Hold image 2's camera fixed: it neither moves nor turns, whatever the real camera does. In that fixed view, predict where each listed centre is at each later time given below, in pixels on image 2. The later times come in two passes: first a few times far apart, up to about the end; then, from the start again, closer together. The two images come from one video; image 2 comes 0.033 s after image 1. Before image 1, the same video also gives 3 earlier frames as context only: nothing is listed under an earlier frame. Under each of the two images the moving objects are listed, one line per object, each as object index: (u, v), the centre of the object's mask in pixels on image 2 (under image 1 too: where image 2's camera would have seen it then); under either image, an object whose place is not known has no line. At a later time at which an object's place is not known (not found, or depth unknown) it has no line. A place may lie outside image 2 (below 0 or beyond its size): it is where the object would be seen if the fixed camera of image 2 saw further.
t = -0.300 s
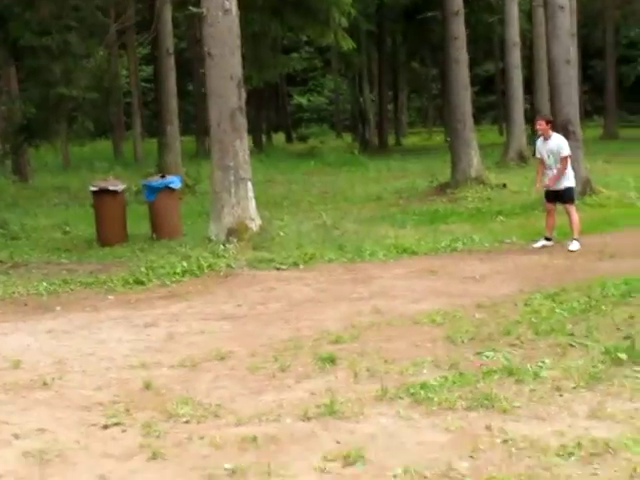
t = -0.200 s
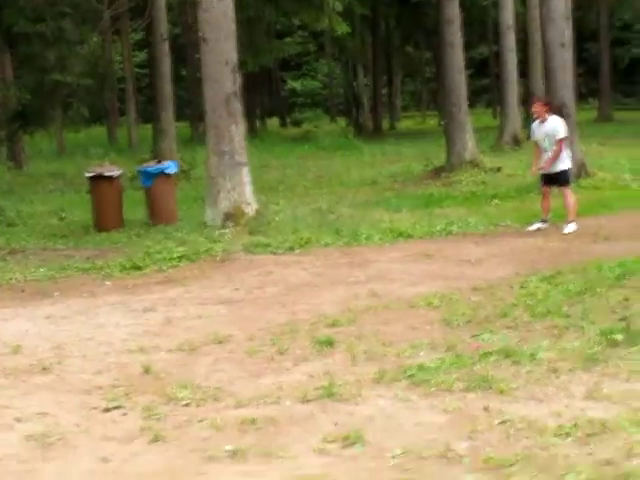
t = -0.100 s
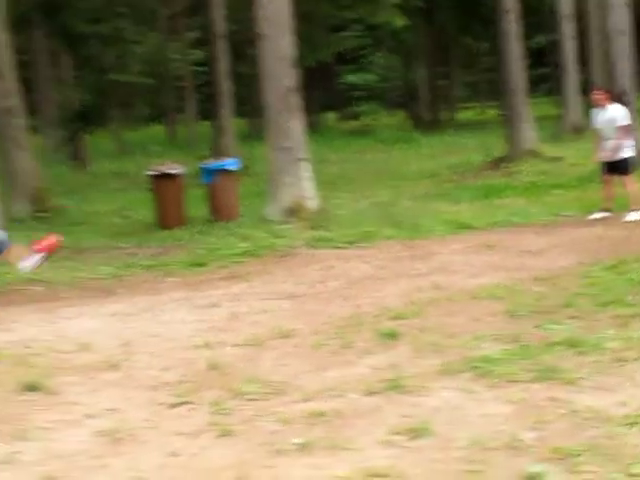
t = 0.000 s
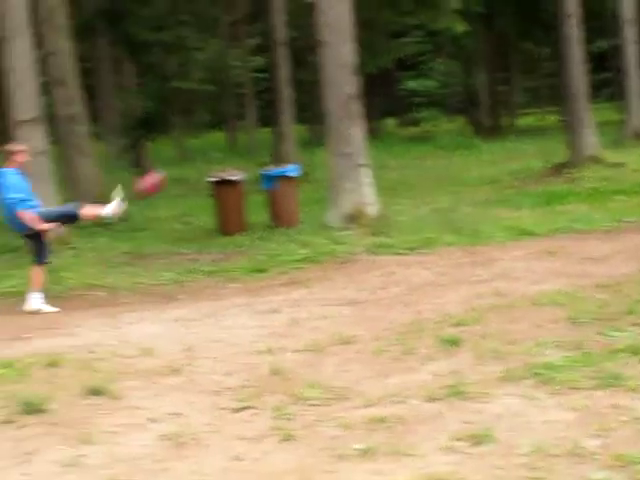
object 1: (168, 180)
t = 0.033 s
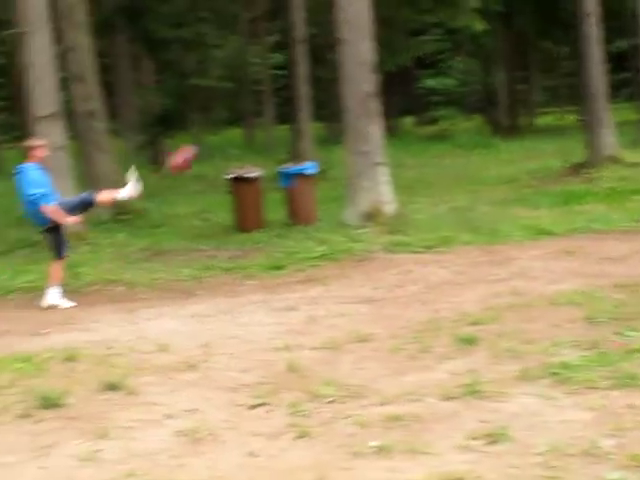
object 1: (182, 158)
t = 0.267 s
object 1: (287, 46)
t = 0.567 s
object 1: (424, -12)
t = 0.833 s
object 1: (546, 17)
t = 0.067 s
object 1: (198, 139)
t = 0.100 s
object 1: (213, 120)
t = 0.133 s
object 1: (227, 103)
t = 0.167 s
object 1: (242, 86)
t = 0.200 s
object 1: (258, 70)
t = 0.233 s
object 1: (273, 59)
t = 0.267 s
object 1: (287, 46)
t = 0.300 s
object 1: (302, 35)
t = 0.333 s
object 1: (317, 24)
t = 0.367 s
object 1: (330, 14)
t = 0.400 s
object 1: (345, 5)
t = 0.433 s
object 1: (361, 1)
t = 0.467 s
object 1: (378, -1)
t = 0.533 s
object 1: (405, -7)
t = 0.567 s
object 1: (424, -12)
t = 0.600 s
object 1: (437, -15)
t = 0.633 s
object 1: (450, -15)
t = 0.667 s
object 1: (467, -13)
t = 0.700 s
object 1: (483, -10)
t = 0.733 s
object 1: (497, -4)
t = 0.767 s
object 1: (514, 1)
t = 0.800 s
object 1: (529, 7)
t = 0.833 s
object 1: (546, 17)
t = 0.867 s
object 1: (562, 26)
